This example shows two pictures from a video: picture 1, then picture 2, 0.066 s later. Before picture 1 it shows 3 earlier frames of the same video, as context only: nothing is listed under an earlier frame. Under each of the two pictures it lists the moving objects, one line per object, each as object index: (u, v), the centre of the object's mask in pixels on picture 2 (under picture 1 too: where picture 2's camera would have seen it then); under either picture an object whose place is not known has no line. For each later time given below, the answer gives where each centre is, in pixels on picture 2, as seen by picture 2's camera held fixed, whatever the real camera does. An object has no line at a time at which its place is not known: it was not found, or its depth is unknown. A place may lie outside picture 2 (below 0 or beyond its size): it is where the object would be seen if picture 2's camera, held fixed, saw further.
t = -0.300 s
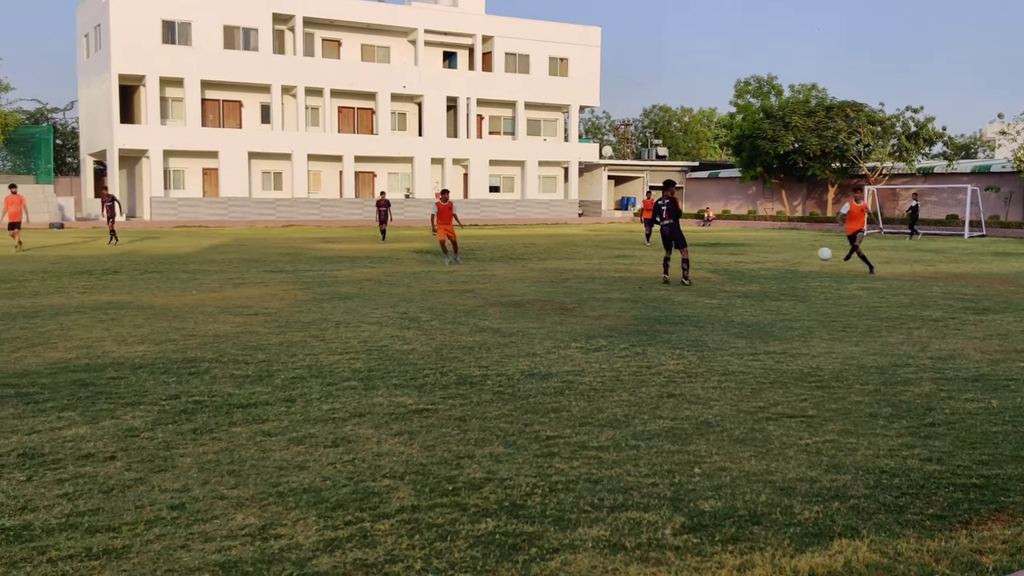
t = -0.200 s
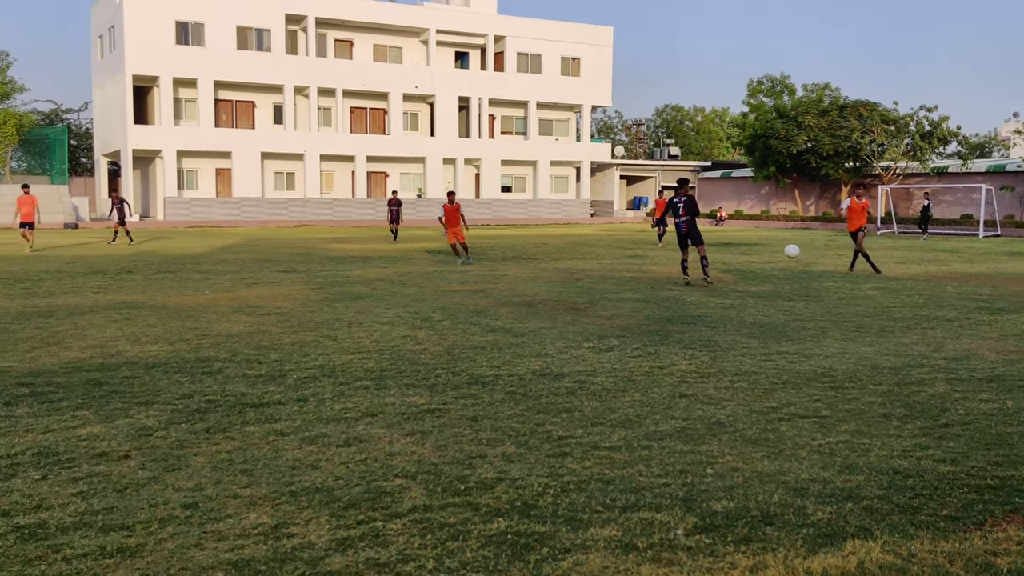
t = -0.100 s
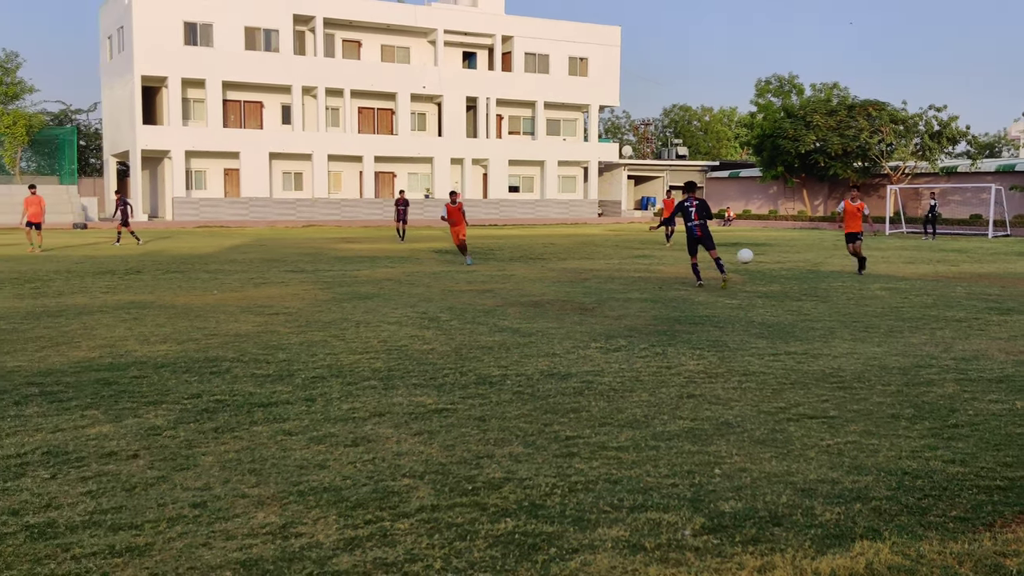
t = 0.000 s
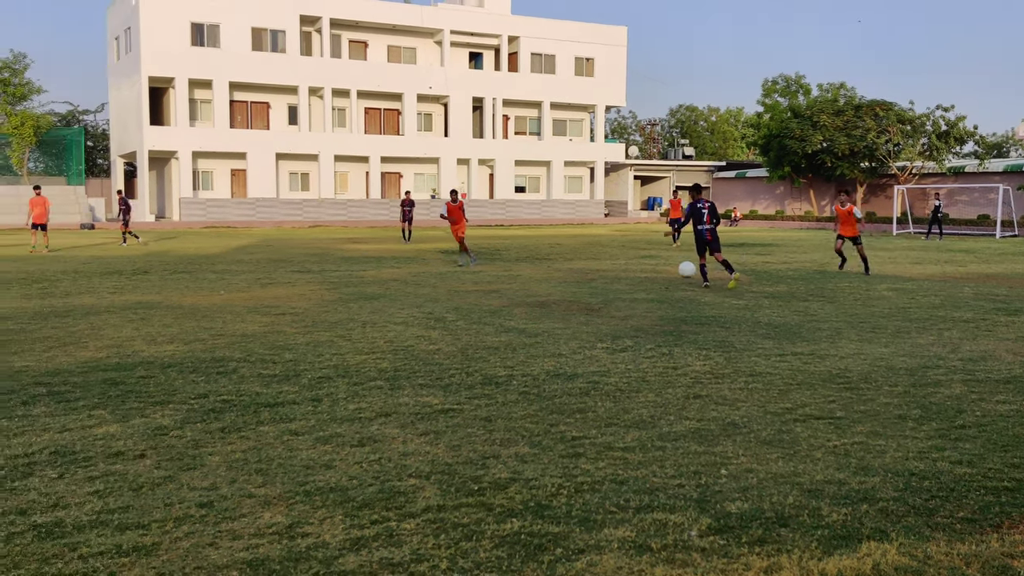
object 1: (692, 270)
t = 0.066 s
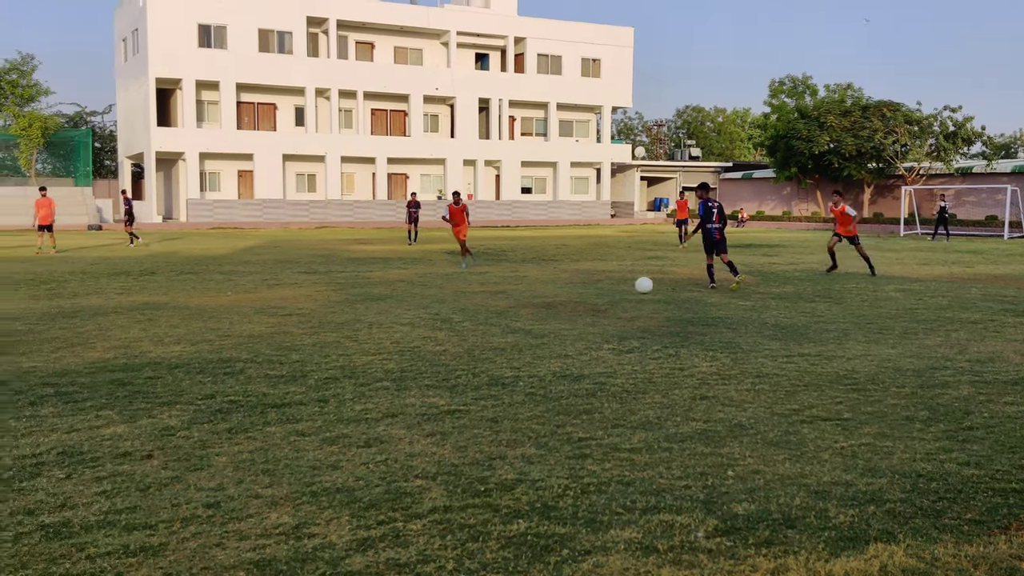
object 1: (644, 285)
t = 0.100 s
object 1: (618, 295)
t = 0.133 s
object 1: (591, 307)
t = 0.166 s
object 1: (569, 308)
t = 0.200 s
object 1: (548, 302)
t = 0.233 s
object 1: (529, 297)
